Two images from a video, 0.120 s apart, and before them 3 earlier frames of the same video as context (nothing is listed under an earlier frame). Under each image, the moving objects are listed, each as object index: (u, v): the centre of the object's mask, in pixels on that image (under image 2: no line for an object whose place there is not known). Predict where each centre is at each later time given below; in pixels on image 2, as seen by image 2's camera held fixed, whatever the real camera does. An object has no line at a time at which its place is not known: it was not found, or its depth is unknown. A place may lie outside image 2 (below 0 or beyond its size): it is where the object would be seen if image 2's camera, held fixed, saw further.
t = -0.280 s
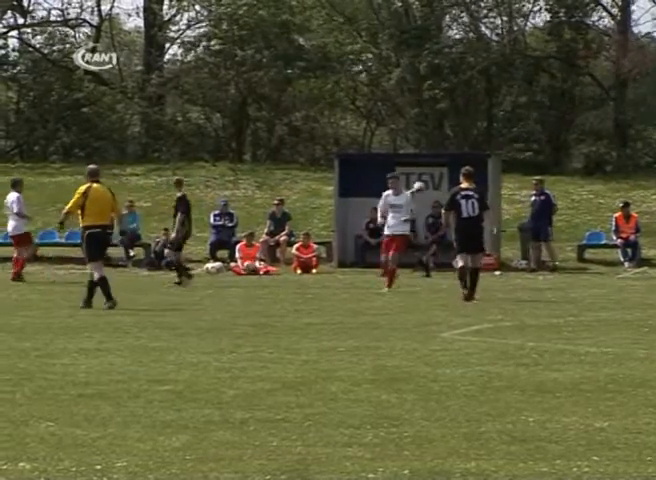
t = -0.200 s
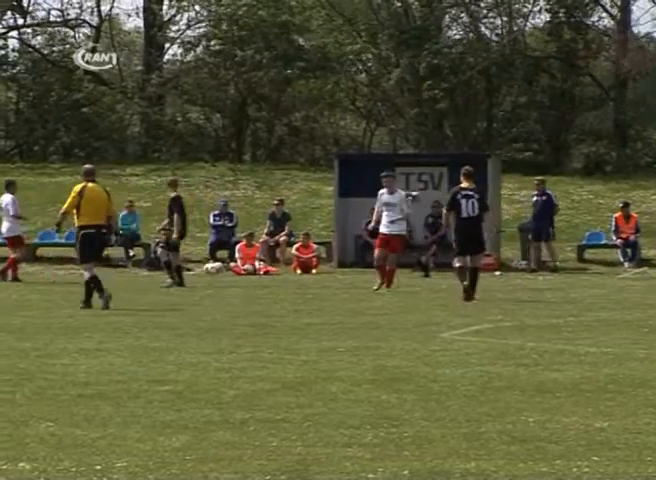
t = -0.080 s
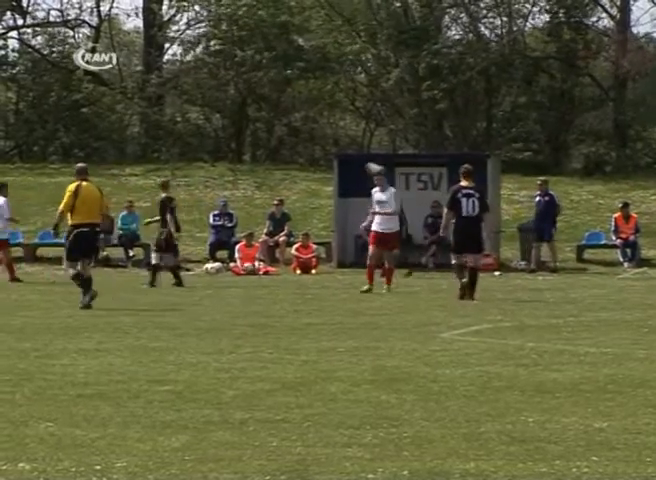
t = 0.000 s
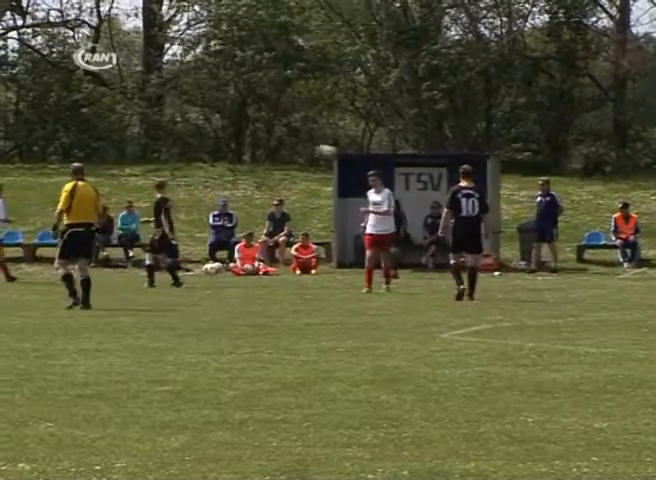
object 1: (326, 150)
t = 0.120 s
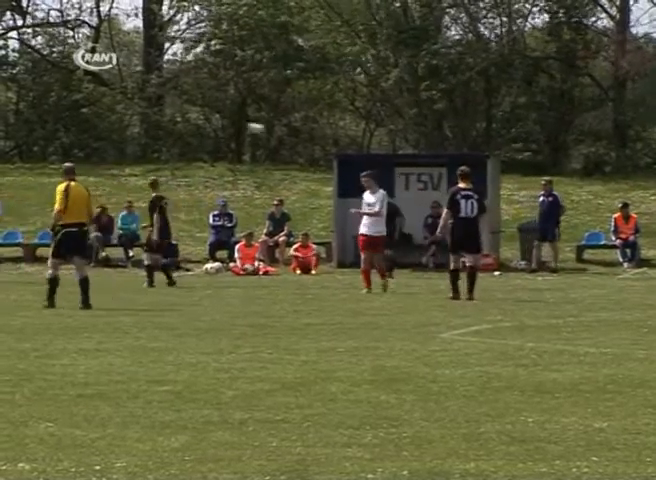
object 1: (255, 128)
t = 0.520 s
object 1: (31, 95)
